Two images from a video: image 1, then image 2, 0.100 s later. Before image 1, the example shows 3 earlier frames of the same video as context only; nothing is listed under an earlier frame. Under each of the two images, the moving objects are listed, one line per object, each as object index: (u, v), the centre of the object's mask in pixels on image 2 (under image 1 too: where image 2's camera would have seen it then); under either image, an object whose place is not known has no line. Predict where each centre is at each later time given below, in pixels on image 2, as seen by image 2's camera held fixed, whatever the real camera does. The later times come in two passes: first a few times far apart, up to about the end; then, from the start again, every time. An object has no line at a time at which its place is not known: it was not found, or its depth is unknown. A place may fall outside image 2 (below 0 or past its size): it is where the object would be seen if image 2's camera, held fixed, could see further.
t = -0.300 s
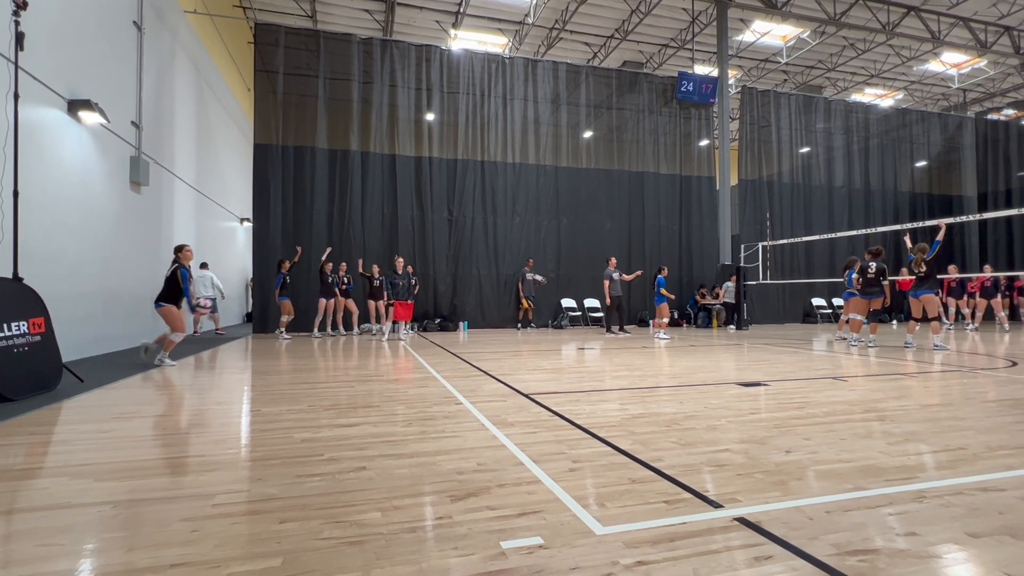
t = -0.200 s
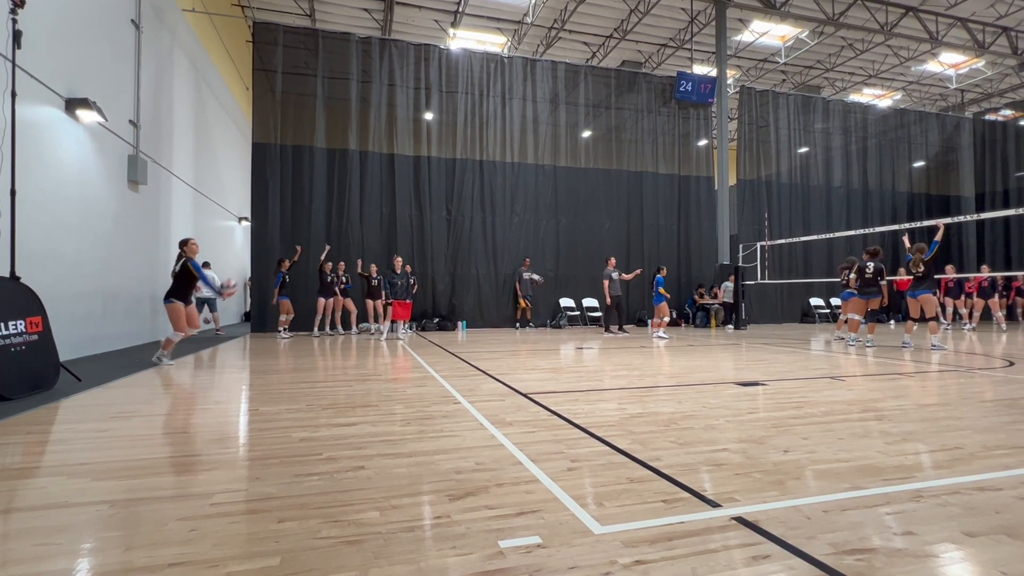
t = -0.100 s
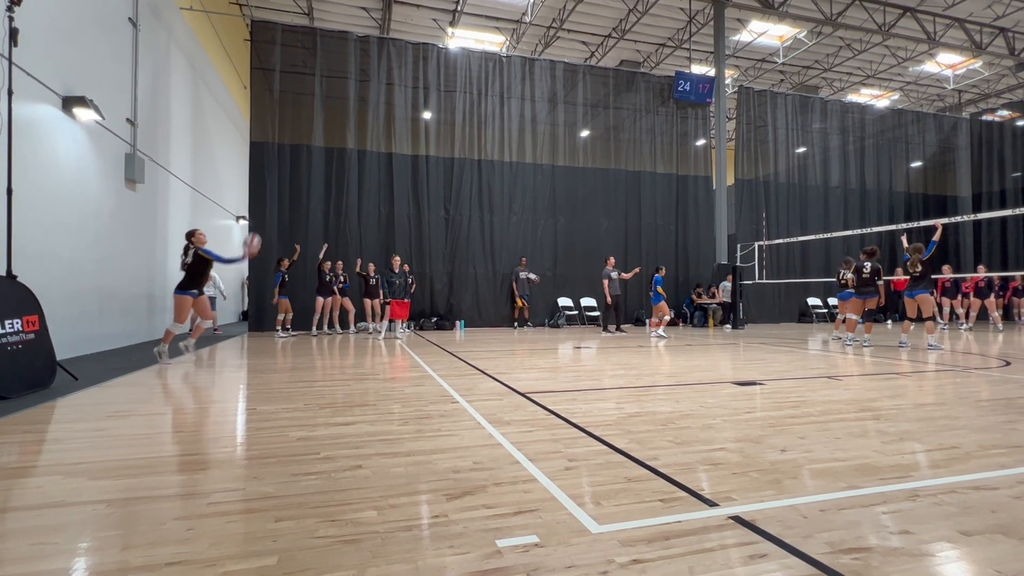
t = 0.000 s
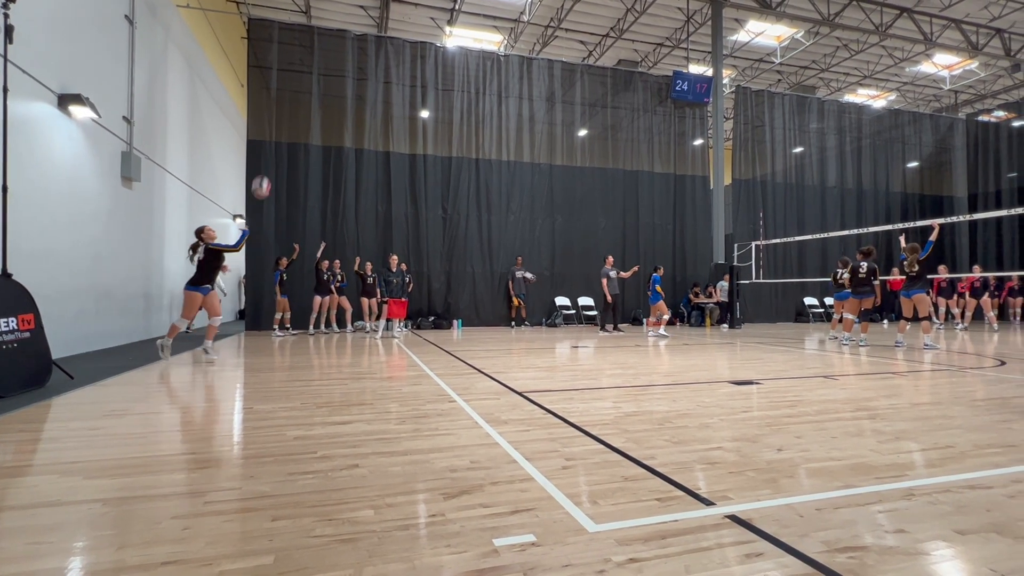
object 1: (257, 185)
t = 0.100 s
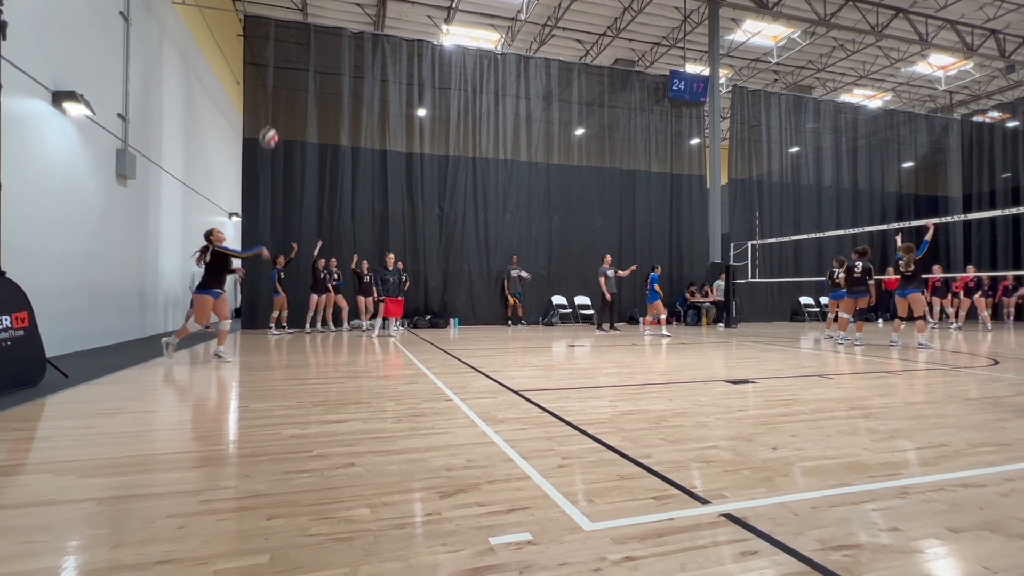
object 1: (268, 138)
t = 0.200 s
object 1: (280, 97)
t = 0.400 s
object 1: (304, 41)
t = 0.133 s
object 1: (273, 123)
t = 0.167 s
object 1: (276, 110)
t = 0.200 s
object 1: (280, 97)
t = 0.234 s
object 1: (284, 86)
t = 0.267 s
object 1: (288, 75)
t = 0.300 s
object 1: (292, 65)
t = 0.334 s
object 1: (296, 56)
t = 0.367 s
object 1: (300, 48)
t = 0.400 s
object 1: (304, 41)
